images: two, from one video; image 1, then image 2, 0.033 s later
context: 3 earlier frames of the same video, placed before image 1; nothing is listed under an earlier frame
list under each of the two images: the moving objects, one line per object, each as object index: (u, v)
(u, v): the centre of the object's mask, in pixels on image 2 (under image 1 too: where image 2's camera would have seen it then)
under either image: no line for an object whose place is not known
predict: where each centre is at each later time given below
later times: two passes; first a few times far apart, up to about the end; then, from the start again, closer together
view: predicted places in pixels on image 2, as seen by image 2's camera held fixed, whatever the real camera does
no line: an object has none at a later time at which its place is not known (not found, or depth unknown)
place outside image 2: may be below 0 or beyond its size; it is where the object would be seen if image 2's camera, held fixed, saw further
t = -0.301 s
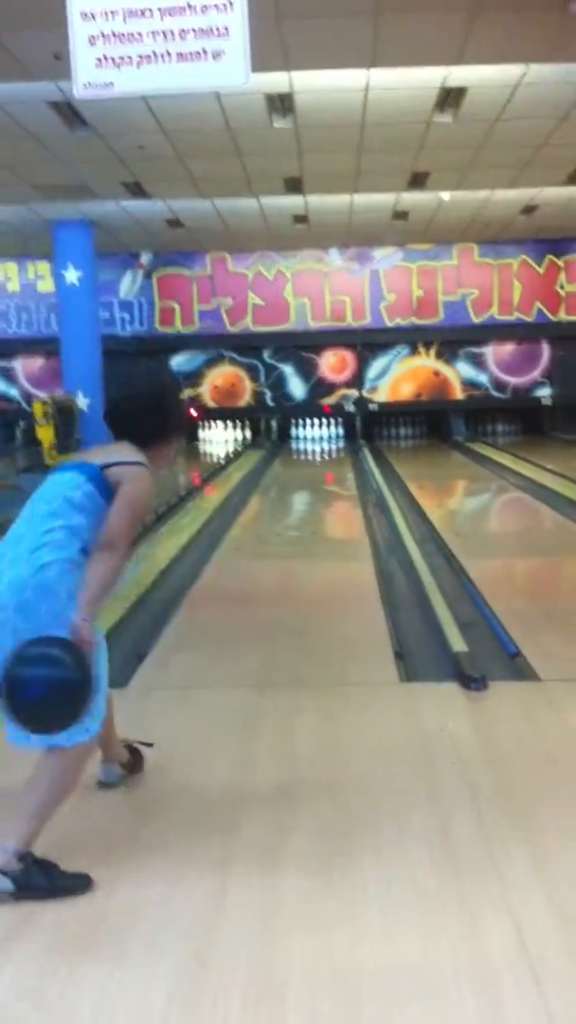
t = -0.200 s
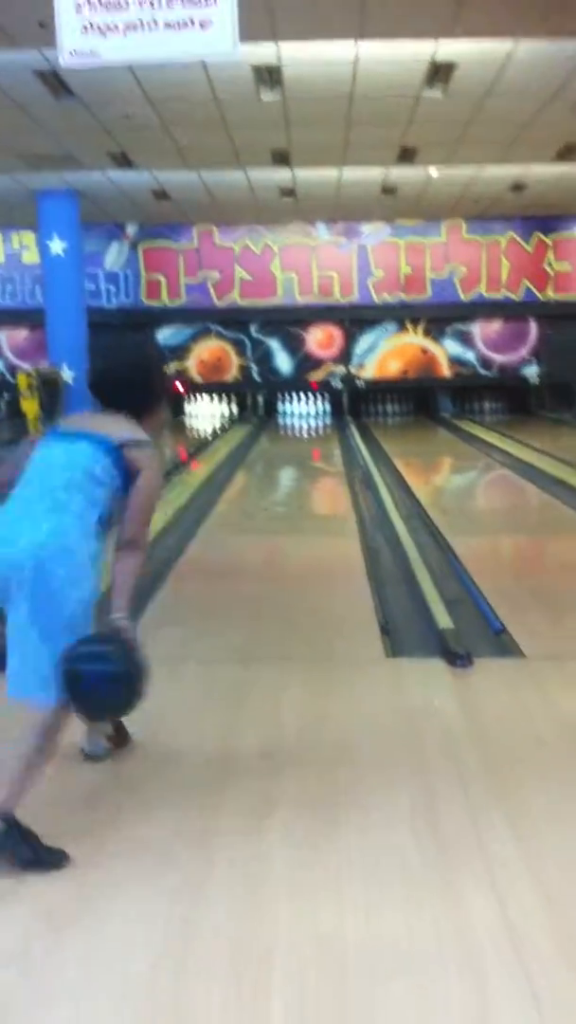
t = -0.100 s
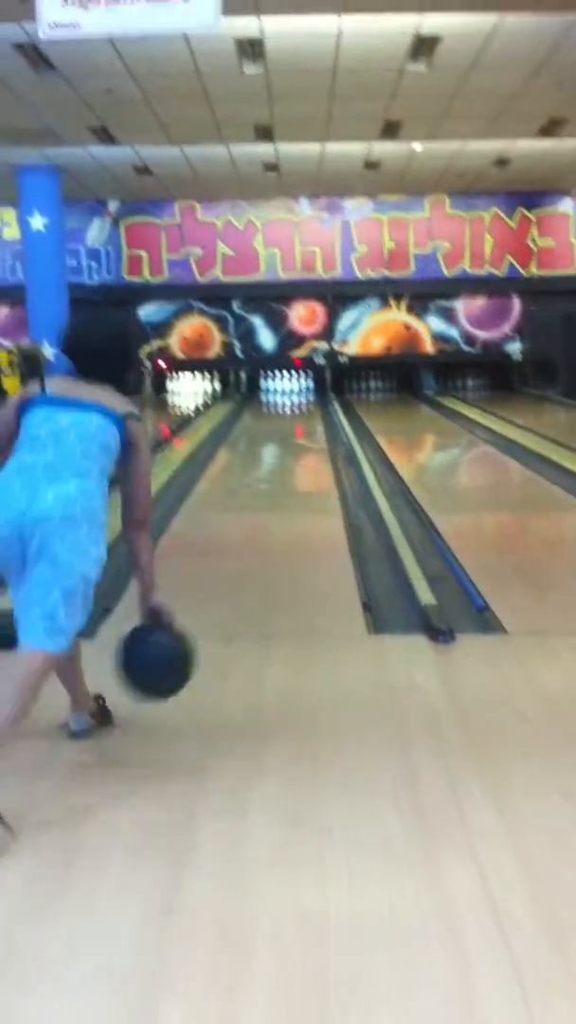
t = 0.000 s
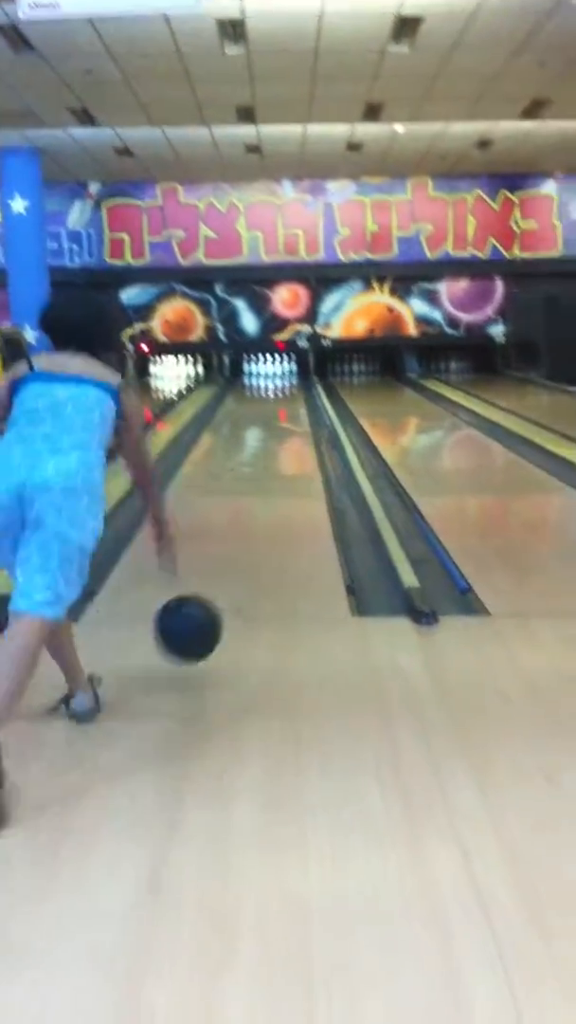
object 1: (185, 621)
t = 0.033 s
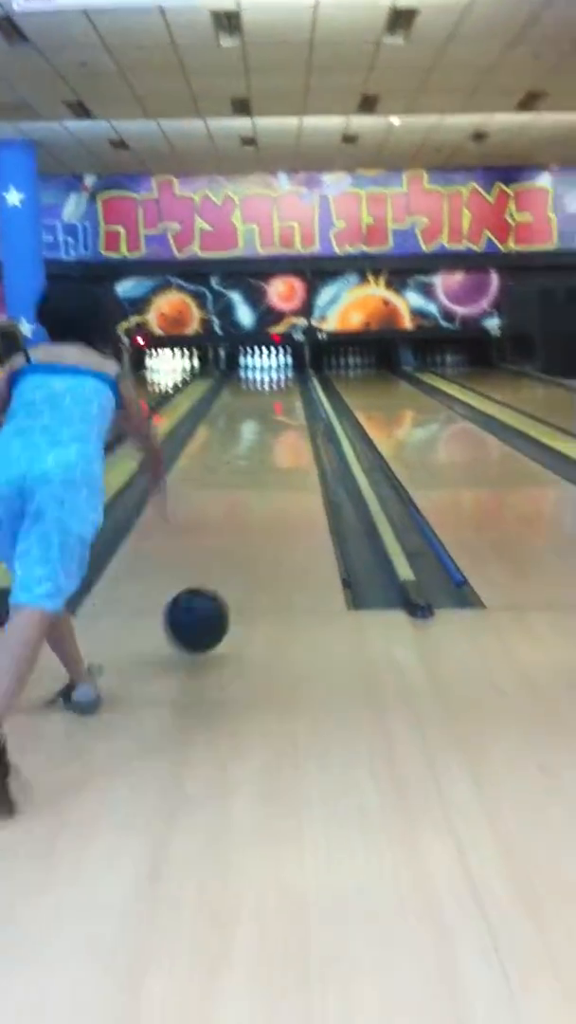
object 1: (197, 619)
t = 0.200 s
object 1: (242, 576)
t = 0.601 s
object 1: (306, 499)
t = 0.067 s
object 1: (208, 618)
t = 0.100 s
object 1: (218, 604)
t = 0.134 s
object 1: (226, 594)
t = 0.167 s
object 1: (234, 585)
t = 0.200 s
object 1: (242, 576)
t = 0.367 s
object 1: (272, 535)
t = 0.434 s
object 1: (283, 523)
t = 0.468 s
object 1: (291, 517)
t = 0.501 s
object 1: (293, 511)
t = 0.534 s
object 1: (296, 506)
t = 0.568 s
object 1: (302, 502)
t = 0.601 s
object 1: (306, 499)
